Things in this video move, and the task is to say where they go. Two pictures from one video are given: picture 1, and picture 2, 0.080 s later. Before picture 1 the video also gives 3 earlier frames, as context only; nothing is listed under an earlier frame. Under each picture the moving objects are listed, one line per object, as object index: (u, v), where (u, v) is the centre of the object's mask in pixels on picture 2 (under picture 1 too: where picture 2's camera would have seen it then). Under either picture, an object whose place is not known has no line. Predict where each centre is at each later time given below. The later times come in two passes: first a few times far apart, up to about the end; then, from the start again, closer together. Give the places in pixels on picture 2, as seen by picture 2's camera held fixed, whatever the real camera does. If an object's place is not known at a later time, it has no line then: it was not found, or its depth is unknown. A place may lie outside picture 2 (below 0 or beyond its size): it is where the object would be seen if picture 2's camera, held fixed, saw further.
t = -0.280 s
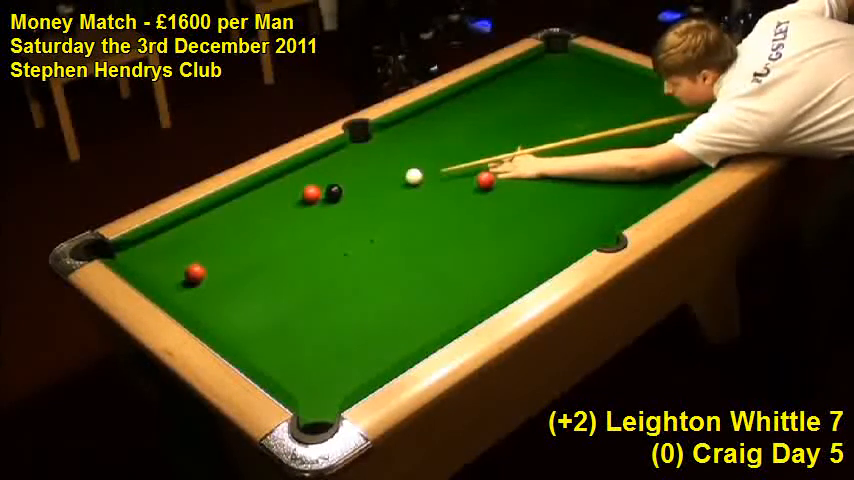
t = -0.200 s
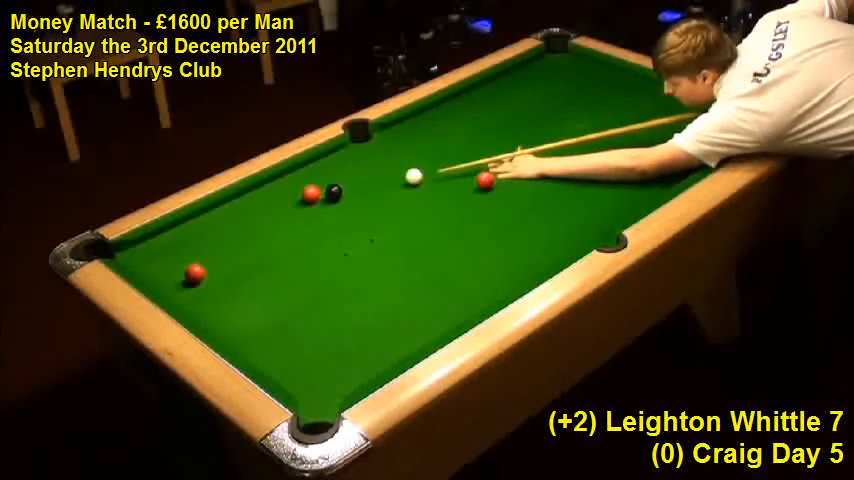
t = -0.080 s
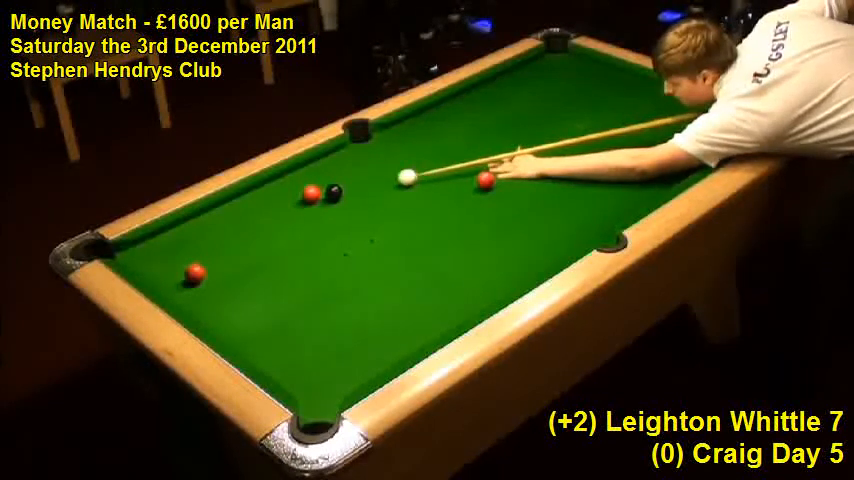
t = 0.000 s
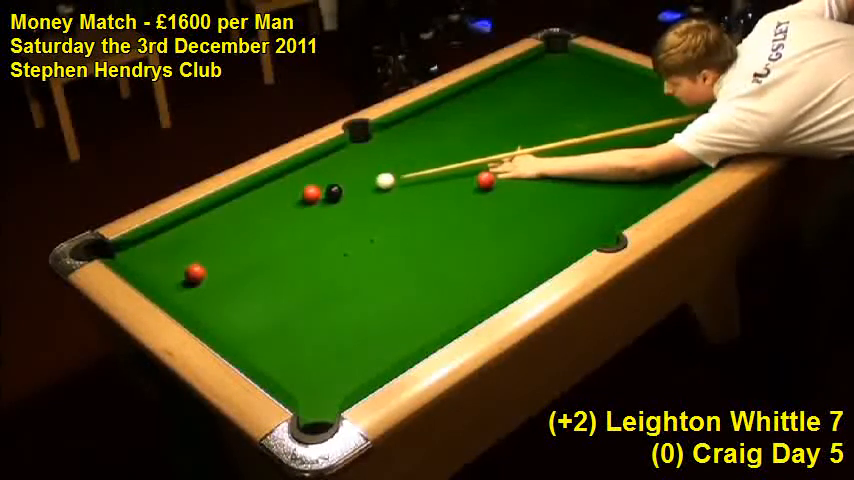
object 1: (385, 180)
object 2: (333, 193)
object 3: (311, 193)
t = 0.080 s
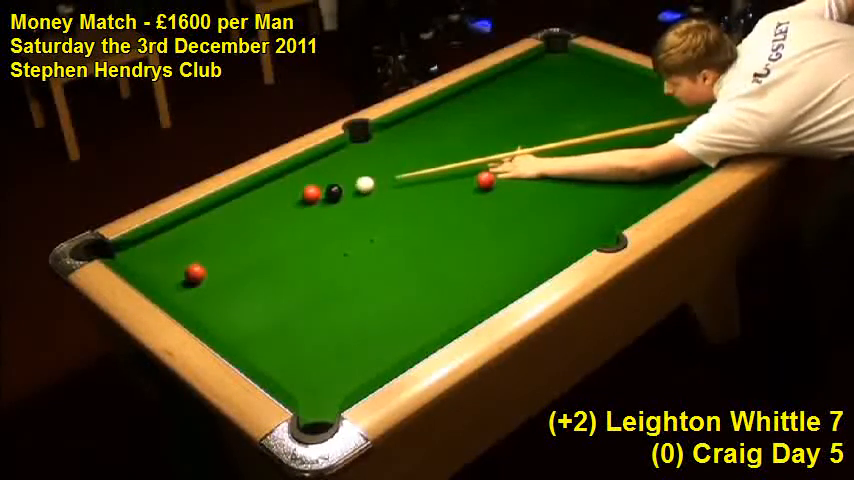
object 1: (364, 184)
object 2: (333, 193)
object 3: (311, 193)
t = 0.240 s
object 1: (344, 184)
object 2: (326, 198)
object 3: (304, 193)
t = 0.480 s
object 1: (328, 180)
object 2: (322, 205)
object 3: (281, 195)
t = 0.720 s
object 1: (313, 177)
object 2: (319, 213)
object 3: (260, 196)
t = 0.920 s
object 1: (303, 175)
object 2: (315, 219)
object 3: (244, 197)
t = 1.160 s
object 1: (291, 172)
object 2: (311, 226)
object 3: (233, 201)
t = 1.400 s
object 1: (292, 175)
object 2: (308, 231)
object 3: (230, 207)
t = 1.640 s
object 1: (294, 177)
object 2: (305, 235)
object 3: (228, 211)
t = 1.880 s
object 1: (296, 179)
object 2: (302, 239)
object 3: (225, 216)
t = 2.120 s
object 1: (296, 180)
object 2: (302, 242)
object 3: (223, 220)
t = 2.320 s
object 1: (296, 181)
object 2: (301, 243)
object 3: (221, 222)
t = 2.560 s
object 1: (296, 181)
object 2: (301, 245)
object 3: (220, 224)
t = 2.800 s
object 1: (295, 181)
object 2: (300, 245)
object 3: (220, 225)
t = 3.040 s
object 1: (295, 181)
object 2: (300, 245)
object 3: (219, 225)
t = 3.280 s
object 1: (295, 181)
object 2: (300, 245)
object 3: (219, 225)
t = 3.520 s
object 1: (296, 181)
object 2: (299, 245)
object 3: (219, 225)
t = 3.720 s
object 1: (296, 181)
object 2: (299, 245)
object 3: (219, 225)
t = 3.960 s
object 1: (296, 181)
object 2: (300, 245)
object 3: (219, 225)
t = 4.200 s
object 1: (296, 181)
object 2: (300, 245)
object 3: (219, 225)
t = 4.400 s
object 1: (295, 181)
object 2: (300, 245)
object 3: (219, 225)
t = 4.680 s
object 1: (296, 181)
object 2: (300, 245)
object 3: (219, 225)
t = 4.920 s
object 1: (296, 181)
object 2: (300, 245)
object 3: (219, 225)
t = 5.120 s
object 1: (296, 181)
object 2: (300, 245)
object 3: (219, 225)
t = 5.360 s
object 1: (296, 181)
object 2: (300, 244)
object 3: (219, 225)
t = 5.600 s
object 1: (296, 181)
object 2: (300, 244)
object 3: (219, 225)
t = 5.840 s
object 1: (296, 181)
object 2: (300, 244)
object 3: (219, 225)
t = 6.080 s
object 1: (296, 181)
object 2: (300, 244)
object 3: (219, 225)
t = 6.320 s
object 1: (295, 181)
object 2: (300, 244)
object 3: (219, 225)
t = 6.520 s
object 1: (295, 181)
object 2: (300, 244)
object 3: (219, 225)
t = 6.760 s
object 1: (296, 181)
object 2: (299, 244)
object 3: (219, 225)
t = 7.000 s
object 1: (296, 181)
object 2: (300, 244)
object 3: (219, 225)
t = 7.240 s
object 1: (295, 181)
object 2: (300, 244)
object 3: (219, 225)
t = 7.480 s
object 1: (295, 181)
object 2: (300, 244)
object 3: (219, 225)
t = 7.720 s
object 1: (295, 181)
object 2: (300, 244)
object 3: (219, 225)
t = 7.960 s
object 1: (296, 181)
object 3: (219, 225)
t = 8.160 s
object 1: (296, 181)
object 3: (219, 225)
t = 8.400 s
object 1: (296, 181)
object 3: (219, 225)
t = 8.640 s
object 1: (295, 181)
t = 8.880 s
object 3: (219, 225)
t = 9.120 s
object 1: (295, 180)
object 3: (219, 225)
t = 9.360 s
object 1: (296, 181)
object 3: (219, 225)
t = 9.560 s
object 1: (296, 180)
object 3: (219, 225)
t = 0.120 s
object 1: (354, 185)
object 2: (333, 193)
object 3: (311, 193)
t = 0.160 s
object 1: (348, 186)
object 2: (330, 194)
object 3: (311, 193)
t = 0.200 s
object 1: (346, 185)
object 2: (327, 196)
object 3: (308, 193)
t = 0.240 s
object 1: (344, 184)
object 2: (326, 198)
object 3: (304, 193)
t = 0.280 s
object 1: (341, 183)
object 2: (326, 198)
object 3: (300, 193)
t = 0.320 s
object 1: (338, 183)
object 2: (325, 200)
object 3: (296, 194)
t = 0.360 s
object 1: (336, 182)
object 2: (324, 201)
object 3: (292, 194)
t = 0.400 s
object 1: (333, 181)
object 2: (323, 203)
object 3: (288, 194)
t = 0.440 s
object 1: (330, 181)
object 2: (322, 204)
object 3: (285, 194)
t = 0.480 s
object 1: (328, 180)
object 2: (322, 205)
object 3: (281, 195)
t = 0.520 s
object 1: (326, 179)
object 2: (321, 207)
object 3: (277, 195)
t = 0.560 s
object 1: (323, 179)
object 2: (321, 208)
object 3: (274, 195)
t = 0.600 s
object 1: (320, 178)
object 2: (320, 209)
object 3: (270, 195)
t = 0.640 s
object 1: (318, 178)
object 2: (319, 211)
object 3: (267, 196)
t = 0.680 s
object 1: (316, 177)
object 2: (319, 212)
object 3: (263, 196)
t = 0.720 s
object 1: (313, 177)
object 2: (319, 213)
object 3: (260, 196)
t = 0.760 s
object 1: (311, 176)
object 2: (318, 215)
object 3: (256, 196)
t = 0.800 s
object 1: (309, 176)
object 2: (317, 216)
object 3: (253, 196)
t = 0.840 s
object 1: (307, 175)
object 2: (316, 217)
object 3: (250, 197)
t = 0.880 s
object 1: (305, 175)
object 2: (316, 218)
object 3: (247, 197)
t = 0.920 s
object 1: (303, 175)
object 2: (315, 219)
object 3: (244, 197)
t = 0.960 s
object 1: (301, 174)
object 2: (315, 220)
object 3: (240, 198)
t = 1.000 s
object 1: (299, 174)
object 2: (314, 221)
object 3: (237, 198)
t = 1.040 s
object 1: (297, 173)
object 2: (313, 223)
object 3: (235, 199)
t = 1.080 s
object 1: (295, 173)
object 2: (312, 224)
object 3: (234, 199)
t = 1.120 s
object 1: (293, 172)
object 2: (311, 225)
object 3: (234, 200)
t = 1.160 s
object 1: (291, 172)
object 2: (311, 226)
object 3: (233, 201)
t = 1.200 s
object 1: (290, 172)
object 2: (310, 227)
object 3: (233, 202)
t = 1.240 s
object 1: (291, 173)
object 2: (310, 227)
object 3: (233, 203)
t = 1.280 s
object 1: (291, 173)
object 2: (310, 228)
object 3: (233, 204)
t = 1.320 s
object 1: (291, 174)
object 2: (309, 229)
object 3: (231, 205)
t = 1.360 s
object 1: (292, 174)
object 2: (308, 230)
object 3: (231, 206)
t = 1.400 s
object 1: (292, 175)
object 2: (308, 231)
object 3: (230, 207)
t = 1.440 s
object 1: (292, 175)
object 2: (307, 232)
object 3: (230, 208)
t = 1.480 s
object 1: (293, 176)
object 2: (307, 232)
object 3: (230, 209)
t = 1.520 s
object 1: (293, 176)
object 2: (306, 233)
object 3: (229, 210)
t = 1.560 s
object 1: (293, 176)
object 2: (306, 234)
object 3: (229, 210)
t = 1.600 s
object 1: (294, 177)
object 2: (305, 235)
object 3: (228, 211)
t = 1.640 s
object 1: (294, 177)
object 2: (305, 235)
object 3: (228, 211)
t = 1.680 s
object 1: (295, 178)
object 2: (304, 236)
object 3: (227, 212)
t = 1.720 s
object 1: (295, 178)
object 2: (304, 236)
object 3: (227, 213)
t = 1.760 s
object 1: (295, 178)
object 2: (304, 237)
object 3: (226, 214)
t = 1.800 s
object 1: (295, 179)
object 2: (303, 238)
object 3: (226, 214)
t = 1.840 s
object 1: (295, 179)
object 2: (303, 238)
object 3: (226, 215)
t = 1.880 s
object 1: (296, 179)
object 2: (302, 239)
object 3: (225, 216)
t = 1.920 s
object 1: (296, 180)
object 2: (302, 239)
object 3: (224, 217)
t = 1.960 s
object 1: (296, 180)
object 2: (302, 240)
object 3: (224, 217)
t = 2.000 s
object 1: (296, 180)
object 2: (302, 241)
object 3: (224, 218)
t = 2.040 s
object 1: (296, 180)
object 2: (302, 241)
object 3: (223, 218)
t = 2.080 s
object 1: (296, 180)
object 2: (302, 241)
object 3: (223, 219)
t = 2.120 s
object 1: (296, 180)
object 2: (302, 242)
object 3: (223, 220)
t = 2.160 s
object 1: (296, 180)
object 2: (301, 242)
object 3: (222, 220)
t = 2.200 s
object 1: (296, 180)
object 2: (301, 243)
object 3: (222, 221)
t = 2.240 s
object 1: (296, 180)
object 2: (301, 243)
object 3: (222, 221)
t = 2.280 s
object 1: (296, 181)
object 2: (301, 243)
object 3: (222, 221)
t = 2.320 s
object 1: (296, 181)
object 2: (301, 243)
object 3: (221, 222)
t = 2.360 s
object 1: (296, 181)
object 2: (301, 244)
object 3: (221, 222)
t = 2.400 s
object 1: (296, 181)
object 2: (301, 244)
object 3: (221, 223)
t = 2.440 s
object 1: (296, 181)
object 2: (301, 244)
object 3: (220, 223)
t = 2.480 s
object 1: (296, 181)
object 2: (301, 245)
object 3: (220, 224)
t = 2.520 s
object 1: (296, 181)
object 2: (301, 245)
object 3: (220, 224)
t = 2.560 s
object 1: (296, 181)
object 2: (301, 245)
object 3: (220, 224)
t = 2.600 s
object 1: (296, 181)
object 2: (300, 245)
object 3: (220, 224)
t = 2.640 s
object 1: (296, 181)
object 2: (300, 245)
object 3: (220, 224)
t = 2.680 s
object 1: (296, 181)
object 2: (300, 245)
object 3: (220, 224)
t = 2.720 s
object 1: (295, 181)
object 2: (300, 244)
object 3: (220, 224)
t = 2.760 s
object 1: (295, 181)
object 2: (300, 244)
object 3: (220, 225)
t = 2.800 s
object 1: (295, 181)
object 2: (300, 245)
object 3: (220, 225)
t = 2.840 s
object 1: (295, 181)
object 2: (300, 245)
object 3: (220, 225)
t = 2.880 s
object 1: (295, 181)
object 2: (300, 245)
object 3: (220, 225)
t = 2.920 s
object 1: (295, 181)
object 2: (300, 245)
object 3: (220, 225)
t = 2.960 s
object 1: (295, 181)
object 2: (300, 245)
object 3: (220, 225)
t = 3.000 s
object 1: (295, 181)
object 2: (300, 245)
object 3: (220, 225)
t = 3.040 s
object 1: (295, 181)
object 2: (300, 245)
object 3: (219, 225)
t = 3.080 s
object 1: (295, 181)
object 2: (300, 245)
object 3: (219, 225)
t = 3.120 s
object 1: (295, 181)
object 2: (300, 245)
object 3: (219, 225)
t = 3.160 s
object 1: (295, 181)
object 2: (300, 245)
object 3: (219, 225)
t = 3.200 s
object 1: (295, 181)
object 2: (300, 245)
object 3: (219, 225)
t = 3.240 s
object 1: (295, 181)
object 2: (300, 245)
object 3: (219, 225)
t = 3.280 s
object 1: (295, 181)
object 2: (300, 245)
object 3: (219, 225)
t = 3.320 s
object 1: (295, 181)
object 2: (300, 245)
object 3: (219, 225)
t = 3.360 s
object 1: (296, 181)
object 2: (299, 245)
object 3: (219, 225)
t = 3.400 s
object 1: (295, 181)
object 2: (299, 245)
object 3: (219, 225)
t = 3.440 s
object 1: (296, 181)
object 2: (299, 245)
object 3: (219, 225)
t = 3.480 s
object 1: (296, 181)
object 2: (299, 245)
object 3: (219, 225)
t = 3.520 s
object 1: (296, 181)
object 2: (299, 245)
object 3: (219, 225)
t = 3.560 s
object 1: (296, 181)
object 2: (299, 245)
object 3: (219, 225)
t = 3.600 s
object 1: (296, 181)
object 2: (299, 245)
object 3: (219, 225)
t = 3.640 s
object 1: (296, 181)
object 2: (299, 245)
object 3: (219, 225)
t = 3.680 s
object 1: (296, 181)
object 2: (299, 245)
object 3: (219, 225)
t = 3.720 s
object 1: (296, 181)
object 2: (299, 245)
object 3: (219, 225)
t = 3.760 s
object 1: (296, 181)
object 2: (299, 245)
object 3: (219, 225)
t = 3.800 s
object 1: (296, 181)
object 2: (299, 245)
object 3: (219, 225)
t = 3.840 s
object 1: (296, 181)
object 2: (299, 245)
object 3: (219, 225)
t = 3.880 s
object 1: (295, 181)
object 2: (299, 245)
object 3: (219, 225)
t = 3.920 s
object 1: (296, 181)
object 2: (300, 245)
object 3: (219, 225)
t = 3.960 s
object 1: (296, 181)
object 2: (300, 245)
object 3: (219, 225)
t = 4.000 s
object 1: (296, 181)
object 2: (300, 245)
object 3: (219, 225)
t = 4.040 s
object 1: (296, 181)
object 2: (300, 245)
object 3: (219, 225)
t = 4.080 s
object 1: (296, 181)
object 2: (300, 245)
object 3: (219, 225)
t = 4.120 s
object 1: (296, 181)
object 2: (300, 245)
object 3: (219, 225)
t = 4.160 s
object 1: (296, 181)
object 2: (300, 245)
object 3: (219, 225)
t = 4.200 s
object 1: (296, 181)
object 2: (300, 245)
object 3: (219, 225)
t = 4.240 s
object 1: (295, 181)
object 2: (300, 245)
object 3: (219, 225)
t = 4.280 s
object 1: (296, 181)
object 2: (300, 245)
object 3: (219, 225)
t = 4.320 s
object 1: (295, 181)
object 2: (300, 245)
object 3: (219, 225)
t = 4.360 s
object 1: (295, 181)
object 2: (300, 244)
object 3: (219, 225)
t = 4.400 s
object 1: (295, 181)
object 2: (300, 245)
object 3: (219, 225)
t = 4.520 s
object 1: (296, 181)
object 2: (300, 245)
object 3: (219, 225)
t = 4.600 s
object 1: (296, 181)
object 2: (300, 245)
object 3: (219, 225)
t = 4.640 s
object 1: (296, 181)
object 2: (300, 245)
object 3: (219, 225)
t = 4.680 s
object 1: (296, 181)
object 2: (300, 245)
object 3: (219, 225)
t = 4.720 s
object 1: (296, 181)
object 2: (300, 245)
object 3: (219, 225)
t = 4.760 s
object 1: (296, 181)
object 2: (300, 245)
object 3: (219, 225)
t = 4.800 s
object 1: (296, 181)
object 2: (300, 245)
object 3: (219, 225)
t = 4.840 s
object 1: (296, 181)
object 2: (300, 245)
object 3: (219, 225)
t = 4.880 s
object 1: (296, 181)
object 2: (300, 245)
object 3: (219, 225)
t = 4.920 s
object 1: (296, 181)
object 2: (300, 245)
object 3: (219, 225)
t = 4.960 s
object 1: (296, 181)
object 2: (300, 245)
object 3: (219, 225)
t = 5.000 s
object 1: (296, 181)
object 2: (300, 245)
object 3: (219, 225)
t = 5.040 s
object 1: (296, 181)
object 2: (300, 244)
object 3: (219, 225)
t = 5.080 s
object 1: (296, 181)
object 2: (300, 244)
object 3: (219, 225)
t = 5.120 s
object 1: (296, 181)
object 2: (300, 245)
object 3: (219, 225)
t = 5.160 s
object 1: (296, 181)
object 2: (300, 245)
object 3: (219, 225)
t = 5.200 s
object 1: (296, 181)
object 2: (300, 245)
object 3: (219, 225)
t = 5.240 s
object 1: (296, 181)
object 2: (300, 245)
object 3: (219, 225)
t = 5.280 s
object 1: (296, 181)
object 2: (300, 244)
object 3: (219, 225)
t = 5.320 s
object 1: (296, 181)
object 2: (300, 245)
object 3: (219, 225)
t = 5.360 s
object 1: (296, 181)
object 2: (300, 244)
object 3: (219, 225)
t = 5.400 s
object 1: (296, 181)
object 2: (300, 244)
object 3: (219, 225)
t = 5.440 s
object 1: (296, 181)
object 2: (300, 244)
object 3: (219, 225)
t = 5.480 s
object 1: (296, 181)
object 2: (300, 244)
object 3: (219, 225)
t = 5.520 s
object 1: (296, 181)
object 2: (300, 244)
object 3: (219, 225)
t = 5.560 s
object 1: (296, 181)
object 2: (300, 244)
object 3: (219, 225)
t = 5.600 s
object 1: (296, 181)
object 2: (300, 244)
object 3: (219, 225)
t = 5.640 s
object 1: (296, 181)
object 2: (300, 244)
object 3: (219, 225)
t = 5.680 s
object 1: (296, 181)
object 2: (300, 245)
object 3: (219, 225)
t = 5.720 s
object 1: (296, 181)
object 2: (300, 244)
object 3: (219, 225)
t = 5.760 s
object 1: (296, 181)
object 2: (300, 244)
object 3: (219, 225)
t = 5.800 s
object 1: (296, 181)
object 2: (300, 244)
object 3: (219, 225)
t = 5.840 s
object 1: (296, 181)
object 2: (300, 244)
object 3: (219, 225)
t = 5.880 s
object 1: (296, 181)
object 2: (300, 244)
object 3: (219, 225)
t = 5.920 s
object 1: (296, 181)
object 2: (300, 244)
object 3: (219, 225)
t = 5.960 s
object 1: (296, 181)
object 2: (300, 244)
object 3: (219, 225)
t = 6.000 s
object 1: (296, 181)
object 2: (300, 244)
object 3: (219, 225)
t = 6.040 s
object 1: (296, 181)
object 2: (300, 244)
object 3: (219, 225)
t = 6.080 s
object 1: (296, 181)
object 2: (300, 244)
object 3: (219, 225)
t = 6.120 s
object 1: (295, 181)
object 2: (300, 244)
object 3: (219, 225)
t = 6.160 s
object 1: (295, 181)
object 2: (300, 244)
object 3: (219, 225)
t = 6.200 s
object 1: (295, 181)
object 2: (300, 244)
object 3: (219, 225)
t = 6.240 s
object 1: (295, 181)
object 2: (300, 244)
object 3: (219, 225)
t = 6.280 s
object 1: (295, 181)
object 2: (300, 244)
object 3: (219, 225)
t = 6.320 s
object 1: (295, 181)
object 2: (300, 244)
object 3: (219, 225)
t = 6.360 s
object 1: (295, 181)
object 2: (300, 244)
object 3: (219, 225)
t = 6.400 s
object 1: (296, 181)
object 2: (300, 244)
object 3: (219, 225)
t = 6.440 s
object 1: (296, 181)
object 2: (300, 244)
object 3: (219, 225)
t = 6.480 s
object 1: (296, 181)
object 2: (300, 244)
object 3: (219, 225)
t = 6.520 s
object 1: (295, 181)
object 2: (300, 244)
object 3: (219, 225)
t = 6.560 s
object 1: (295, 181)
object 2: (300, 244)
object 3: (219, 225)
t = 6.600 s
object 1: (295, 181)
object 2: (300, 244)
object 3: (219, 225)
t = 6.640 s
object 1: (296, 181)
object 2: (300, 244)
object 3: (219, 225)
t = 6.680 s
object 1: (295, 181)
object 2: (300, 244)
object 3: (219, 225)
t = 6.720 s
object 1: (296, 181)
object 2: (300, 244)
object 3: (219, 225)
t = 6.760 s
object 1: (296, 181)
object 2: (299, 244)
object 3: (219, 225)
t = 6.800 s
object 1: (296, 181)
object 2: (299, 244)
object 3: (219, 225)
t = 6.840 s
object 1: (296, 181)
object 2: (299, 244)
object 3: (219, 225)
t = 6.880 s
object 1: (296, 181)
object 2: (299, 244)
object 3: (219, 225)
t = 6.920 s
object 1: (295, 181)
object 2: (300, 244)
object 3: (219, 225)
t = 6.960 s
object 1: (296, 181)
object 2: (300, 244)
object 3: (219, 225)
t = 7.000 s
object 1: (296, 181)
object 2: (300, 244)
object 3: (219, 225)
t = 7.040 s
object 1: (296, 181)
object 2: (300, 244)
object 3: (219, 225)
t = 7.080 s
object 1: (295, 181)
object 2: (300, 244)
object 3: (219, 225)
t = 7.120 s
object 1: (296, 181)
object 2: (300, 244)
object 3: (219, 225)
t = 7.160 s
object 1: (296, 181)
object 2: (300, 244)
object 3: (219, 225)
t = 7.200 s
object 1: (296, 181)
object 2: (300, 244)
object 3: (219, 225)
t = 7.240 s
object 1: (295, 181)
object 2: (300, 244)
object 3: (219, 225)
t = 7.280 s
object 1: (295, 181)
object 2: (300, 244)
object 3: (219, 225)
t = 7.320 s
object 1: (295, 181)
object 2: (300, 244)
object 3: (219, 225)
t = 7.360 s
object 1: (296, 181)
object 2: (300, 244)
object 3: (219, 225)
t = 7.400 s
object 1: (296, 181)
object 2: (300, 244)
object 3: (219, 225)
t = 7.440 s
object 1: (295, 181)
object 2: (300, 244)
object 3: (219, 225)
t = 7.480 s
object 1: (295, 181)
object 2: (300, 244)
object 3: (219, 225)
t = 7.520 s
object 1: (295, 181)
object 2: (300, 244)
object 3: (219, 225)
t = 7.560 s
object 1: (296, 181)
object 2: (300, 244)
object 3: (219, 225)
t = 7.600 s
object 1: (296, 181)
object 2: (300, 244)
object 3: (219, 225)
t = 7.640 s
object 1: (296, 181)
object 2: (300, 244)
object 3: (219, 225)
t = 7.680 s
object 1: (296, 181)
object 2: (300, 244)
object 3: (219, 225)
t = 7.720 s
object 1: (295, 181)
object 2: (300, 244)
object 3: (219, 225)
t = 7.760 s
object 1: (296, 181)
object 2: (300, 244)
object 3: (219, 225)
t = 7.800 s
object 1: (296, 181)
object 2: (300, 244)
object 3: (219, 225)
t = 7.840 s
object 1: (296, 181)
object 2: (300, 244)
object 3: (219, 225)
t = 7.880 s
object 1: (296, 181)
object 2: (300, 244)
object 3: (219, 225)
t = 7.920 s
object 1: (296, 181)
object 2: (300, 244)
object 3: (219, 225)
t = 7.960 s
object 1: (296, 181)
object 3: (219, 225)
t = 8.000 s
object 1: (296, 181)
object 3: (219, 225)
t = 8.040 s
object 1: (296, 181)
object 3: (219, 225)
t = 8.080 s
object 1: (296, 181)
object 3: (219, 225)
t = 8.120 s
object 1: (296, 181)
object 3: (219, 225)
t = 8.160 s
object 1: (296, 181)
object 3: (219, 225)
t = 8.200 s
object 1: (296, 181)
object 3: (219, 225)
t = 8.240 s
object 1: (296, 181)
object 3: (219, 225)
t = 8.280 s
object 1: (296, 181)
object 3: (219, 225)
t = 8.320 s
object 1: (296, 181)
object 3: (219, 225)
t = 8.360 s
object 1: (296, 181)
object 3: (219, 225)
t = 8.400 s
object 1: (296, 181)
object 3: (219, 225)
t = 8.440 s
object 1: (296, 181)
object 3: (219, 225)
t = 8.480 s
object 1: (295, 181)
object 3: (219, 225)
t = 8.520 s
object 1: (295, 181)
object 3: (219, 225)
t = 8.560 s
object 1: (295, 181)
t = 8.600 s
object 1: (295, 181)
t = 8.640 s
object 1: (295, 181)
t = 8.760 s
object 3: (217, 225)
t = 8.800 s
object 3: (219, 224)
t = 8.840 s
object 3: (219, 225)
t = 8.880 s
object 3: (219, 225)
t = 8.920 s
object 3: (219, 225)
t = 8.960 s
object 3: (219, 225)
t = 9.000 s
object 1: (294, 178)
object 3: (219, 225)
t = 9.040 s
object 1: (296, 180)
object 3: (219, 225)
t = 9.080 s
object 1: (296, 180)
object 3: (219, 225)
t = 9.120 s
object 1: (295, 180)
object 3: (219, 225)
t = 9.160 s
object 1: (296, 181)
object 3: (219, 225)
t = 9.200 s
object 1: (296, 181)
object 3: (219, 225)
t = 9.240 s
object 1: (296, 181)
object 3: (219, 225)
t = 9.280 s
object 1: (296, 181)
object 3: (219, 225)
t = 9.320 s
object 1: (296, 181)
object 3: (219, 225)
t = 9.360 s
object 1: (296, 181)
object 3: (219, 225)
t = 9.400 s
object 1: (296, 181)
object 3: (219, 225)
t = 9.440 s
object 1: (296, 181)
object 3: (219, 225)
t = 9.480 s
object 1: (296, 181)
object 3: (219, 225)
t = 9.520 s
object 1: (296, 181)
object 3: (219, 225)
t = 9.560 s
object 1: (296, 180)
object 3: (219, 225)
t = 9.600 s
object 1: (296, 181)
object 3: (219, 225)
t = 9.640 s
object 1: (296, 181)
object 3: (219, 225)
